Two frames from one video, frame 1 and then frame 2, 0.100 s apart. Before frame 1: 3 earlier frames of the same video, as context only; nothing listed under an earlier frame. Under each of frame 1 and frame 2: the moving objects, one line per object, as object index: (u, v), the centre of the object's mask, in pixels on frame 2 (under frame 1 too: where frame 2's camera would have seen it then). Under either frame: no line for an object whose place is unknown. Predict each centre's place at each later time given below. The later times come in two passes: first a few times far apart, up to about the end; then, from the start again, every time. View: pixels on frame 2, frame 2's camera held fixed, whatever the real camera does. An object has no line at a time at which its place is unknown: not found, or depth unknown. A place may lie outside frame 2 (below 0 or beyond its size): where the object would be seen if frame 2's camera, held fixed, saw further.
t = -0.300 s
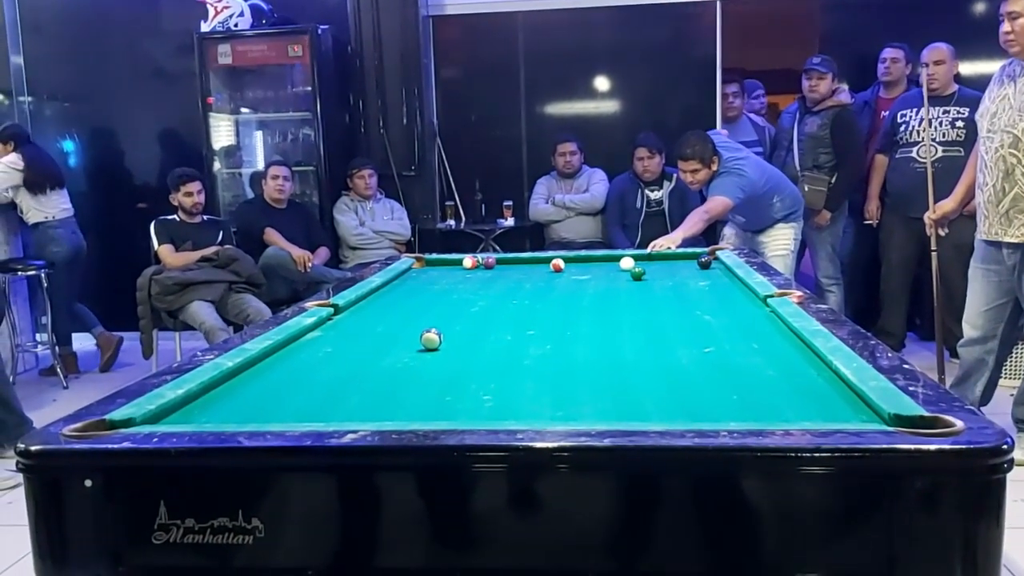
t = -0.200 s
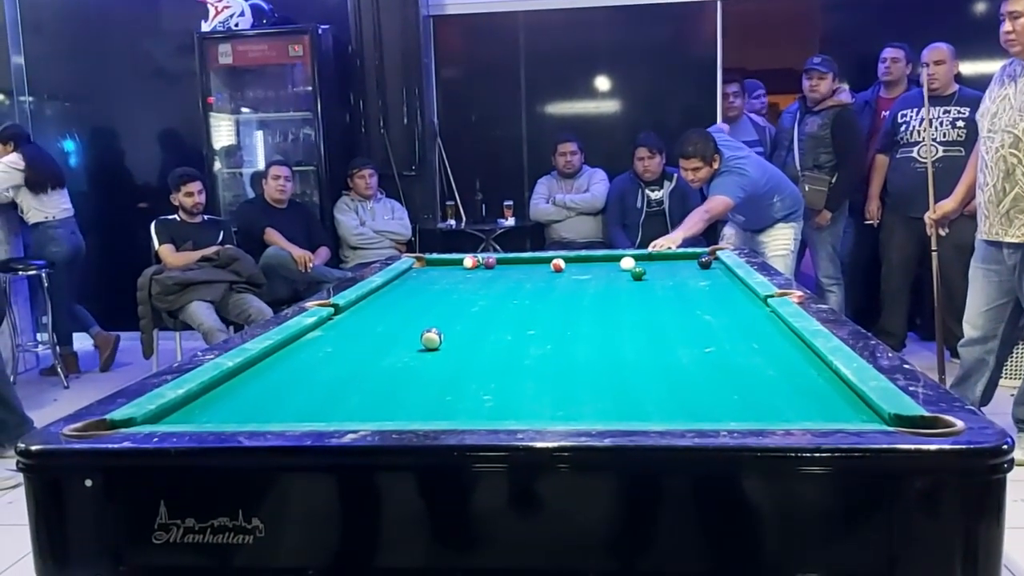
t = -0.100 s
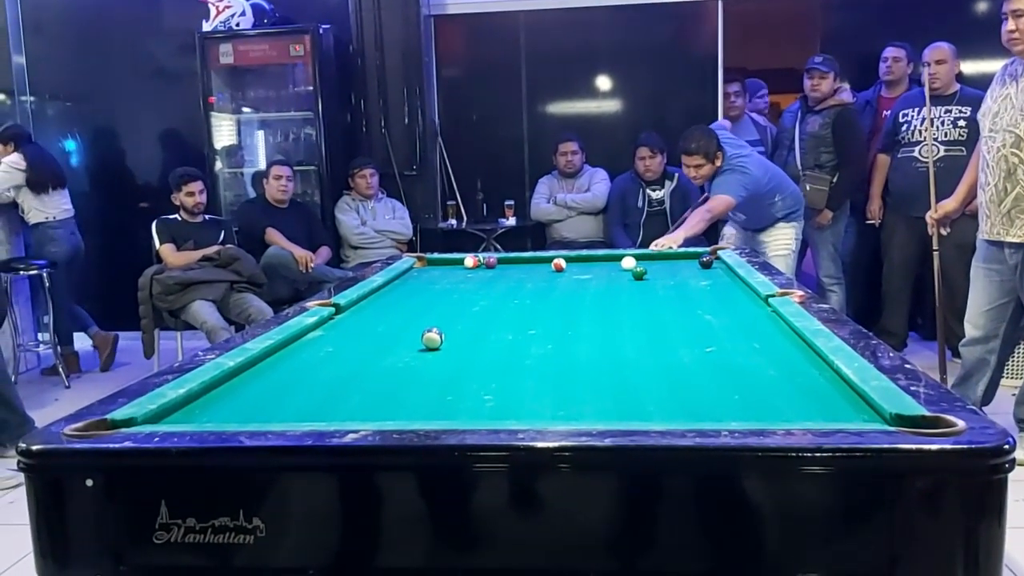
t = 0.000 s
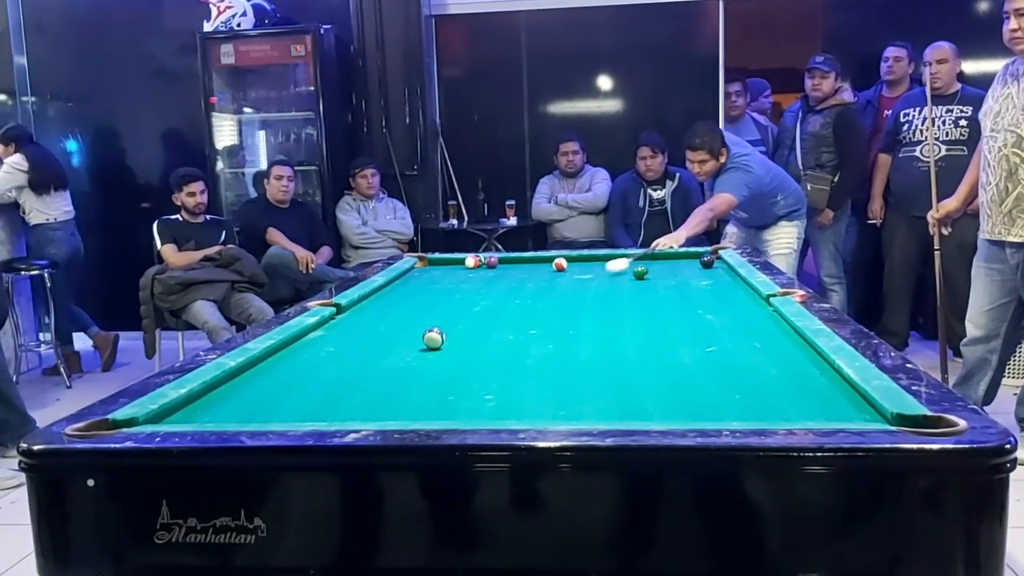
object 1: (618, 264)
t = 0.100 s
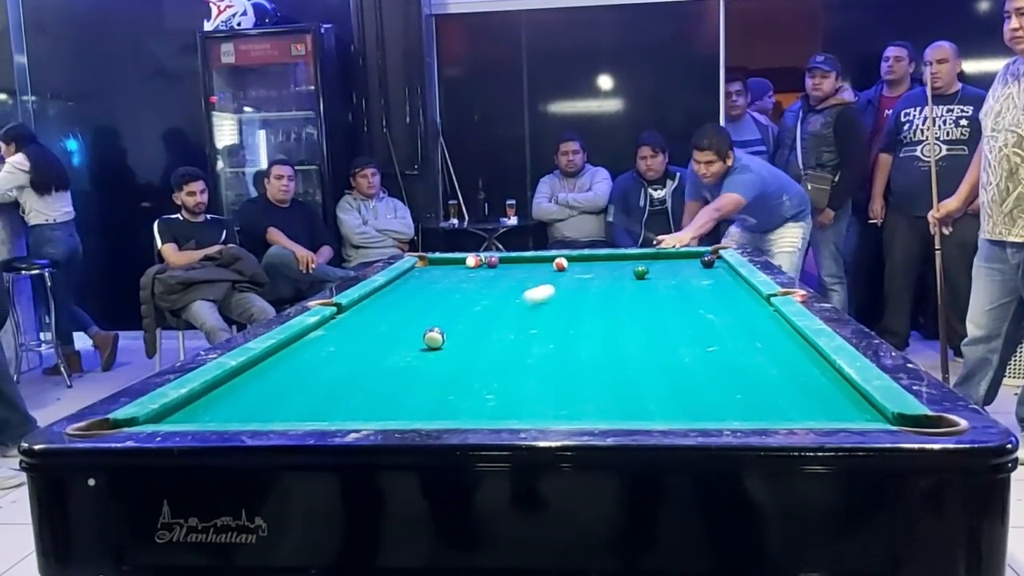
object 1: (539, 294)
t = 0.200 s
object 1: (443, 324)
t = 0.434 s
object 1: (423, 334)
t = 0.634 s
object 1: (390, 350)
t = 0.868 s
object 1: (340, 368)
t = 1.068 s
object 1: (291, 385)
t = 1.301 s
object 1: (228, 406)
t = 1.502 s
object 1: (169, 418)
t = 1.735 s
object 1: (177, 411)
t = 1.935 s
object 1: (192, 403)
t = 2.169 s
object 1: (215, 395)
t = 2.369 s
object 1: (231, 389)
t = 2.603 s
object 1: (247, 383)
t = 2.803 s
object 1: (259, 378)
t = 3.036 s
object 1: (270, 374)
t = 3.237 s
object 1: (278, 371)
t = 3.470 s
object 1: (285, 368)
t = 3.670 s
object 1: (289, 366)
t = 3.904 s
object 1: (294, 364)
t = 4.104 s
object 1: (296, 363)
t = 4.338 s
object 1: (296, 363)
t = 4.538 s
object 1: (296, 363)
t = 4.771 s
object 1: (296, 362)
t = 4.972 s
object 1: (296, 362)
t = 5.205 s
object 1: (296, 363)
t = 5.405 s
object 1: (296, 363)
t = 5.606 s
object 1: (296, 363)
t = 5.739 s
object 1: (296, 363)
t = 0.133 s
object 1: (506, 306)
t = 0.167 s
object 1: (465, 322)
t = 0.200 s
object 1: (443, 324)
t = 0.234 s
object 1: (440, 316)
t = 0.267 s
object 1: (437, 313)
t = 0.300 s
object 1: (435, 314)
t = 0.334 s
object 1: (432, 318)
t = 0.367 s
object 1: (430, 327)
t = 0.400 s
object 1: (427, 336)
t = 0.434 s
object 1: (423, 334)
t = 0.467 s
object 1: (419, 335)
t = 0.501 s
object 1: (415, 341)
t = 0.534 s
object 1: (409, 342)
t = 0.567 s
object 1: (403, 346)
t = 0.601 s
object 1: (397, 348)
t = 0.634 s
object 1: (390, 350)
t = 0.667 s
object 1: (383, 352)
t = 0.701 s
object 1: (376, 355)
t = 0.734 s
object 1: (369, 358)
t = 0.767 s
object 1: (362, 360)
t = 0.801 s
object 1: (355, 363)
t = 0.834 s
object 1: (347, 365)
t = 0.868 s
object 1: (340, 368)
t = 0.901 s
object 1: (332, 371)
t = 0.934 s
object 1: (324, 373)
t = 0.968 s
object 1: (316, 376)
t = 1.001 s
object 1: (308, 379)
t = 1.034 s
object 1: (299, 382)
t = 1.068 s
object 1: (291, 385)
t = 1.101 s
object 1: (282, 387)
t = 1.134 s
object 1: (274, 390)
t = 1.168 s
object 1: (265, 393)
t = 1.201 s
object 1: (256, 397)
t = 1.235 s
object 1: (247, 400)
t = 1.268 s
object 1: (237, 403)
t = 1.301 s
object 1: (228, 406)
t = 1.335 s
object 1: (218, 408)
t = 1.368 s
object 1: (209, 411)
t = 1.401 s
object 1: (199, 412)
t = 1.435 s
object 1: (189, 414)
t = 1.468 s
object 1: (179, 416)
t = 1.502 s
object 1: (169, 418)
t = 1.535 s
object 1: (169, 417)
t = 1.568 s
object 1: (170, 416)
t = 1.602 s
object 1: (172, 415)
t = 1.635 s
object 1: (173, 414)
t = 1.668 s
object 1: (174, 413)
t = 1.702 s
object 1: (176, 412)
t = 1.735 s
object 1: (177, 411)
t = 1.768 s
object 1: (178, 409)
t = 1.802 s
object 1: (179, 408)
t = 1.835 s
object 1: (183, 407)
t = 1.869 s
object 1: (186, 406)
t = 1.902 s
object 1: (189, 404)
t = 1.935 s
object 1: (192, 403)
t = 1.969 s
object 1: (196, 402)
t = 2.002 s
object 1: (199, 401)
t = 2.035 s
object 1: (202, 400)
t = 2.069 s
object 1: (206, 398)
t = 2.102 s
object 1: (209, 397)
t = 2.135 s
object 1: (212, 396)
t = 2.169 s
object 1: (215, 395)
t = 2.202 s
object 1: (217, 394)
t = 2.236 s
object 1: (220, 393)
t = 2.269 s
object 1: (223, 392)
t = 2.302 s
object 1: (226, 391)
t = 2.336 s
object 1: (228, 390)
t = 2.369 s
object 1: (231, 389)
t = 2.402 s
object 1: (233, 388)
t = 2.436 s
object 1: (235, 387)
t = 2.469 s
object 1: (238, 386)
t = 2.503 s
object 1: (240, 385)
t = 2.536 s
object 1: (242, 384)
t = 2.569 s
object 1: (245, 384)
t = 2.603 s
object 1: (247, 383)
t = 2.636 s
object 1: (249, 382)
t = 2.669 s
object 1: (251, 381)
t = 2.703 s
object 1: (253, 381)
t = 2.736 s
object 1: (255, 380)
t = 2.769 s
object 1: (256, 379)
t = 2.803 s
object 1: (259, 378)
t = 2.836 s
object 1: (261, 378)
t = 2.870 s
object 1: (262, 377)
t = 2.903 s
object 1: (264, 376)
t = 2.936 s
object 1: (266, 375)
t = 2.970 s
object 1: (267, 375)
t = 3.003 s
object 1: (268, 374)
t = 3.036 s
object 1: (270, 374)
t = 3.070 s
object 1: (271, 373)
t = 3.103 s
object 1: (272, 373)
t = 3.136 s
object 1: (274, 373)
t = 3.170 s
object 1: (275, 372)
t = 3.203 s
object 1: (276, 371)
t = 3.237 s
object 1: (278, 371)
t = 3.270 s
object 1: (279, 371)
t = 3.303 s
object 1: (280, 370)
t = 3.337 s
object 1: (281, 369)
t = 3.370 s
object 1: (282, 369)
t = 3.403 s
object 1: (283, 369)
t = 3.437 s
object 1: (284, 368)
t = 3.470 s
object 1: (285, 368)
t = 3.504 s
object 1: (286, 368)
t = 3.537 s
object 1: (286, 367)
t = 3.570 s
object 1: (287, 367)
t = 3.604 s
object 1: (288, 367)
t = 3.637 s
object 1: (289, 366)
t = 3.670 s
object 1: (289, 366)
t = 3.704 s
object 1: (290, 365)
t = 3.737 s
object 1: (291, 365)
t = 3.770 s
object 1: (291, 365)
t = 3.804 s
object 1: (292, 365)
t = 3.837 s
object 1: (293, 365)
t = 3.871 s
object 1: (293, 364)
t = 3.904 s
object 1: (294, 364)
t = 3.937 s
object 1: (294, 364)
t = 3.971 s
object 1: (295, 364)
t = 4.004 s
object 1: (295, 364)
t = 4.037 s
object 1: (295, 363)
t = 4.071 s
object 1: (295, 363)
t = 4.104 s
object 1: (296, 363)
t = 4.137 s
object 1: (296, 363)
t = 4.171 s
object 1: (296, 363)
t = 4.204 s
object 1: (296, 363)
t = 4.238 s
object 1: (296, 363)
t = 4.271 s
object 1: (296, 363)
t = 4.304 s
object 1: (296, 363)
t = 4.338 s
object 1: (296, 363)
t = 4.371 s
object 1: (296, 363)
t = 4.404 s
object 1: (296, 363)
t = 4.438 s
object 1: (296, 363)
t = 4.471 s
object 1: (296, 363)
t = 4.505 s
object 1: (296, 362)
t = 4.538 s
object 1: (296, 363)
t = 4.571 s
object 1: (296, 363)
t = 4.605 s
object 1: (296, 363)
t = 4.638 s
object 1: (296, 363)
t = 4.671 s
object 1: (296, 363)
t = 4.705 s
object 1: (296, 363)
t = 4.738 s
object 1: (296, 362)
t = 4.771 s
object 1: (296, 362)
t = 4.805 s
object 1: (296, 363)
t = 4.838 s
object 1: (296, 363)
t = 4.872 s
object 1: (296, 363)
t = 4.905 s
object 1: (296, 363)
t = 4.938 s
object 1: (296, 362)
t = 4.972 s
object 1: (296, 362)
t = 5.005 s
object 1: (296, 362)
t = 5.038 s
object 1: (296, 363)
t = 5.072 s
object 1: (296, 362)
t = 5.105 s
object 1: (296, 362)
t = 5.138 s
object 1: (296, 362)
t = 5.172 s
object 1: (296, 362)
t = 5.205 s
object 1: (296, 363)
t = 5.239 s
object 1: (296, 362)
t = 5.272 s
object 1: (296, 362)
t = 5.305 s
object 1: (296, 362)
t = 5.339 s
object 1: (296, 363)
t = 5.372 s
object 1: (296, 362)
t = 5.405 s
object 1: (296, 363)
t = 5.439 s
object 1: (296, 363)
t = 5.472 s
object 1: (296, 363)
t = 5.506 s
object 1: (296, 363)
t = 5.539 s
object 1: (296, 363)
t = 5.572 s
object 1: (296, 363)
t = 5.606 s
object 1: (296, 363)
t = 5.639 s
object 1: (296, 363)
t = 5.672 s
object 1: (296, 363)
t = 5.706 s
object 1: (296, 363)
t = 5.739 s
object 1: (296, 363)
